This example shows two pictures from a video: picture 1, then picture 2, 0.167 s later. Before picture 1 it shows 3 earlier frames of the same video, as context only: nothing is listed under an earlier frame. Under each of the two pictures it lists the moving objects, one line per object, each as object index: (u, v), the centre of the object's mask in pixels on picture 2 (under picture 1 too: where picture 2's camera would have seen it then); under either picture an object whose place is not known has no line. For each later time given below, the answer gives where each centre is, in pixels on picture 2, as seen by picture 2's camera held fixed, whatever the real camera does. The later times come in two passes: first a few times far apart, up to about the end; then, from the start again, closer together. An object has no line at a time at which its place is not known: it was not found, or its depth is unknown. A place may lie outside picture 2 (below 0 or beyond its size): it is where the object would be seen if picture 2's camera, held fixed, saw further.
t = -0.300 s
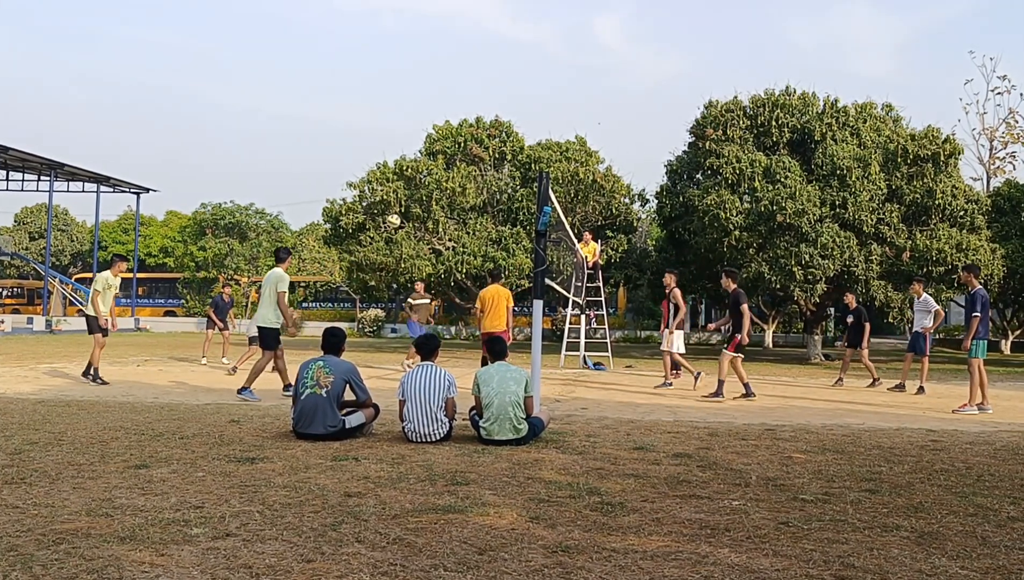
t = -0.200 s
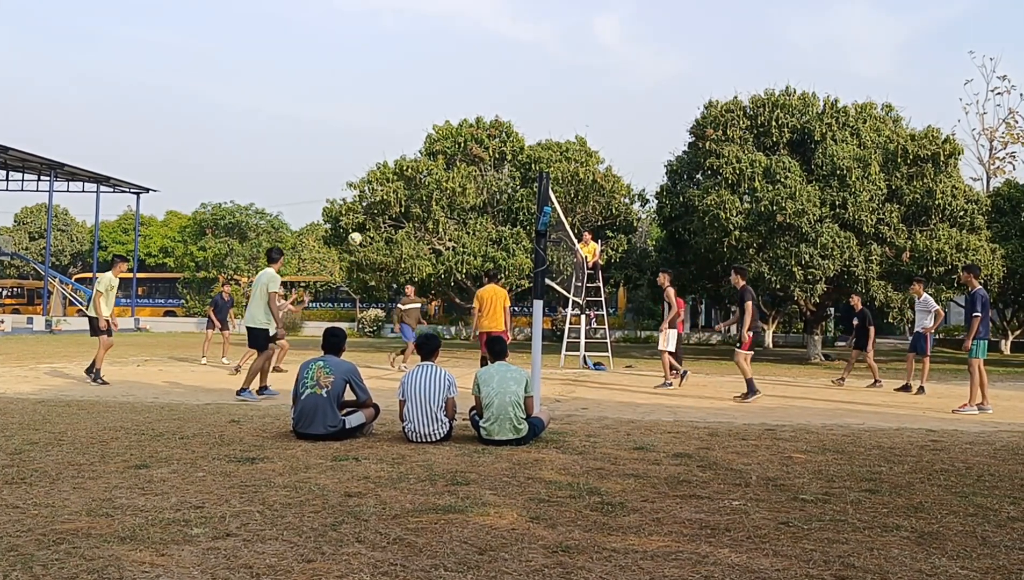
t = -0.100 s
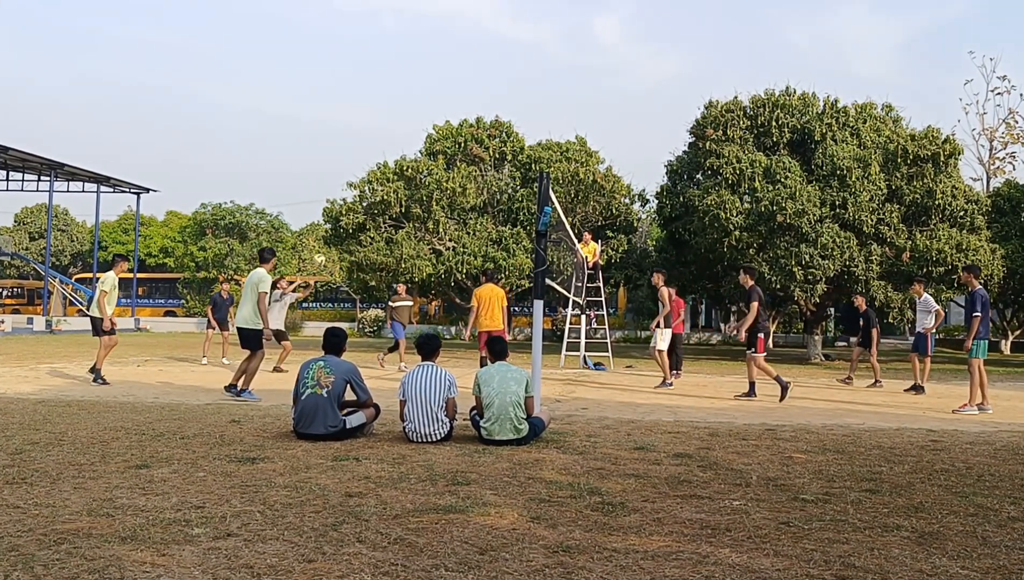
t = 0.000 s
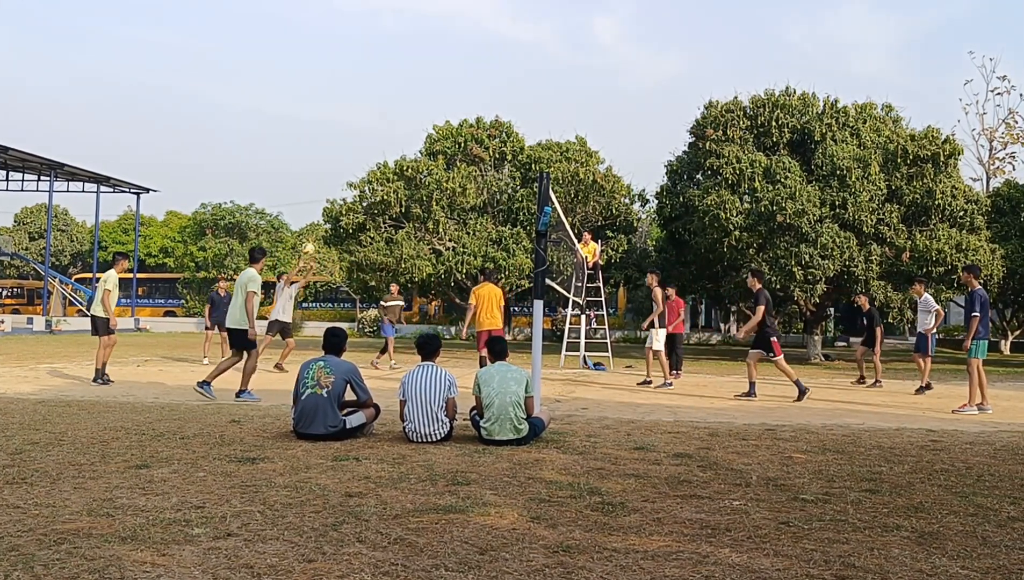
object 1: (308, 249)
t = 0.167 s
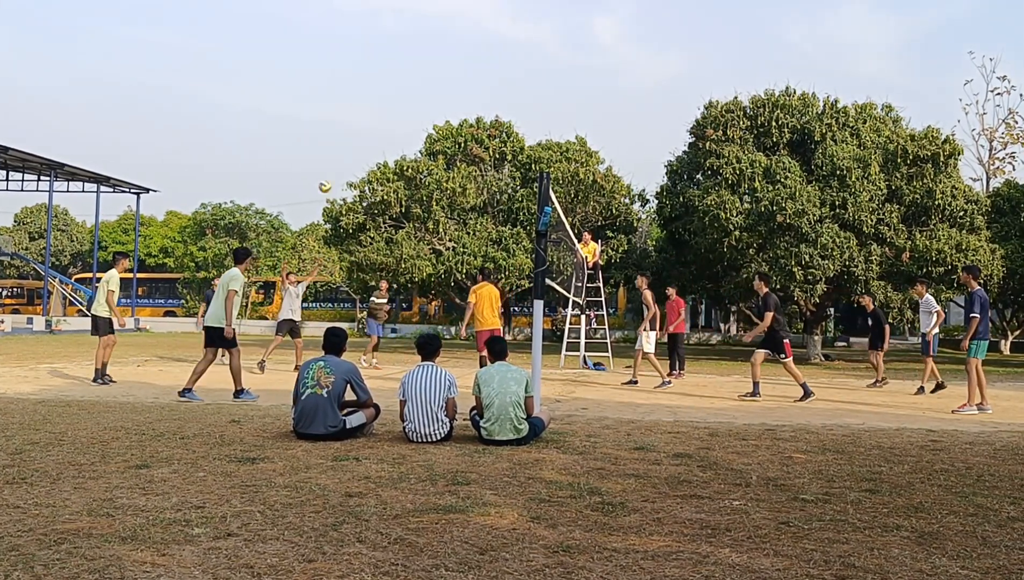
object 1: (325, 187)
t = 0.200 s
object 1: (328, 177)
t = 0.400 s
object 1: (345, 128)
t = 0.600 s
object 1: (362, 104)
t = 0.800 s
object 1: (376, 101)
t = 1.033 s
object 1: (393, 126)
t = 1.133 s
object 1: (400, 147)
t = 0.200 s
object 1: (328, 177)
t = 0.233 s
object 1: (331, 167)
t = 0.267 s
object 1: (334, 158)
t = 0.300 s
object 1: (337, 150)
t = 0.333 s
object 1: (340, 142)
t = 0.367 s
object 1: (343, 134)
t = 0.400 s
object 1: (345, 128)
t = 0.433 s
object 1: (348, 123)
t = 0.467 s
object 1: (351, 118)
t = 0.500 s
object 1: (354, 113)
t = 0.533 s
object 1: (357, 110)
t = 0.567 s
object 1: (359, 106)
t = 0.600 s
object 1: (362, 104)
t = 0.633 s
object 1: (365, 102)
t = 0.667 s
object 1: (368, 101)
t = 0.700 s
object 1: (370, 101)
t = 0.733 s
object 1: (373, 101)
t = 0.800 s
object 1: (376, 101)
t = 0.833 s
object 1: (378, 103)
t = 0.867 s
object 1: (381, 105)
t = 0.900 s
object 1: (383, 108)
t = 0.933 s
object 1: (386, 112)
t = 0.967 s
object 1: (389, 116)
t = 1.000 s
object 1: (391, 121)
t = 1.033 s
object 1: (393, 126)
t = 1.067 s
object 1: (395, 133)
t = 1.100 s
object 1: (398, 139)
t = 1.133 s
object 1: (400, 147)
